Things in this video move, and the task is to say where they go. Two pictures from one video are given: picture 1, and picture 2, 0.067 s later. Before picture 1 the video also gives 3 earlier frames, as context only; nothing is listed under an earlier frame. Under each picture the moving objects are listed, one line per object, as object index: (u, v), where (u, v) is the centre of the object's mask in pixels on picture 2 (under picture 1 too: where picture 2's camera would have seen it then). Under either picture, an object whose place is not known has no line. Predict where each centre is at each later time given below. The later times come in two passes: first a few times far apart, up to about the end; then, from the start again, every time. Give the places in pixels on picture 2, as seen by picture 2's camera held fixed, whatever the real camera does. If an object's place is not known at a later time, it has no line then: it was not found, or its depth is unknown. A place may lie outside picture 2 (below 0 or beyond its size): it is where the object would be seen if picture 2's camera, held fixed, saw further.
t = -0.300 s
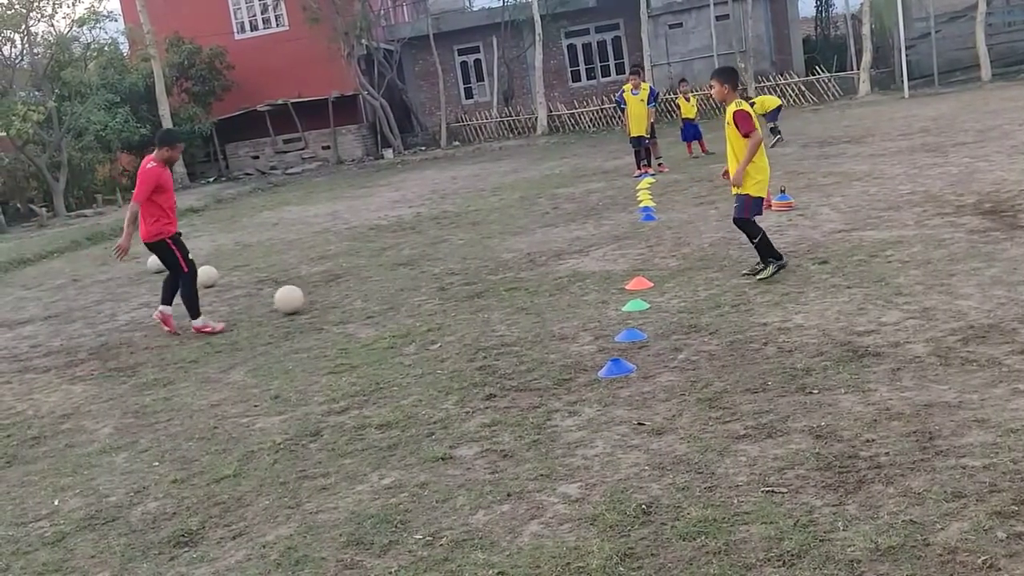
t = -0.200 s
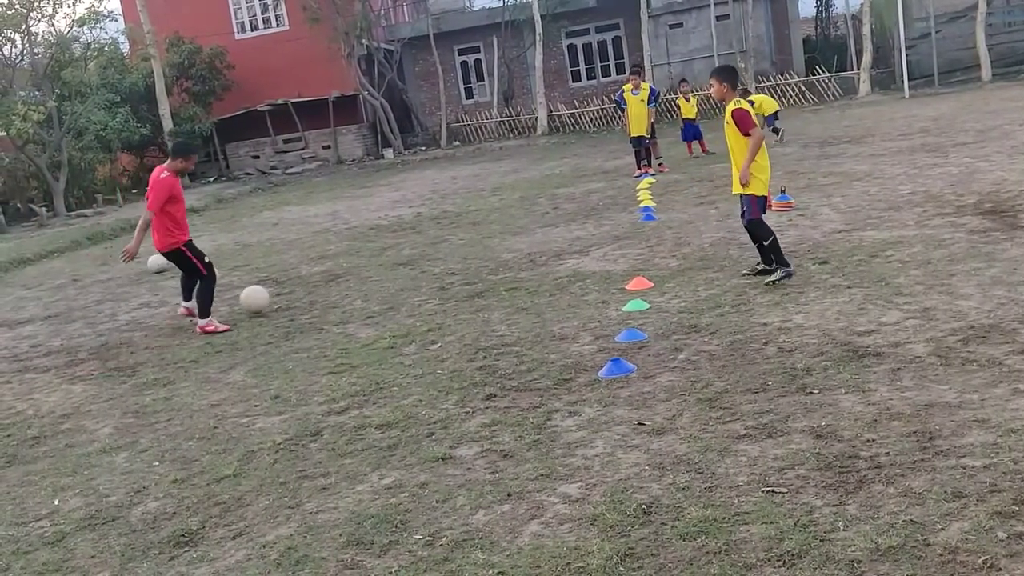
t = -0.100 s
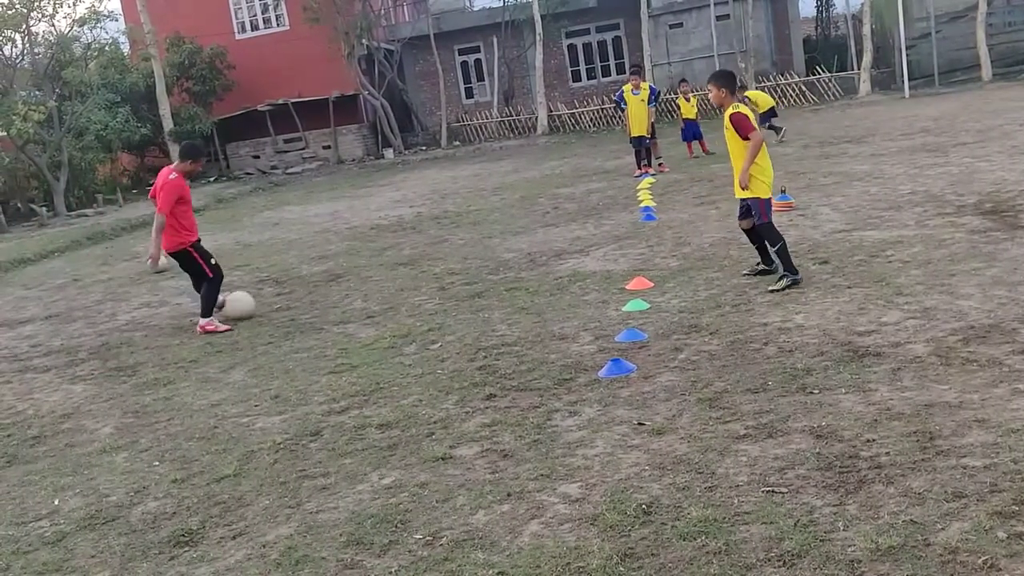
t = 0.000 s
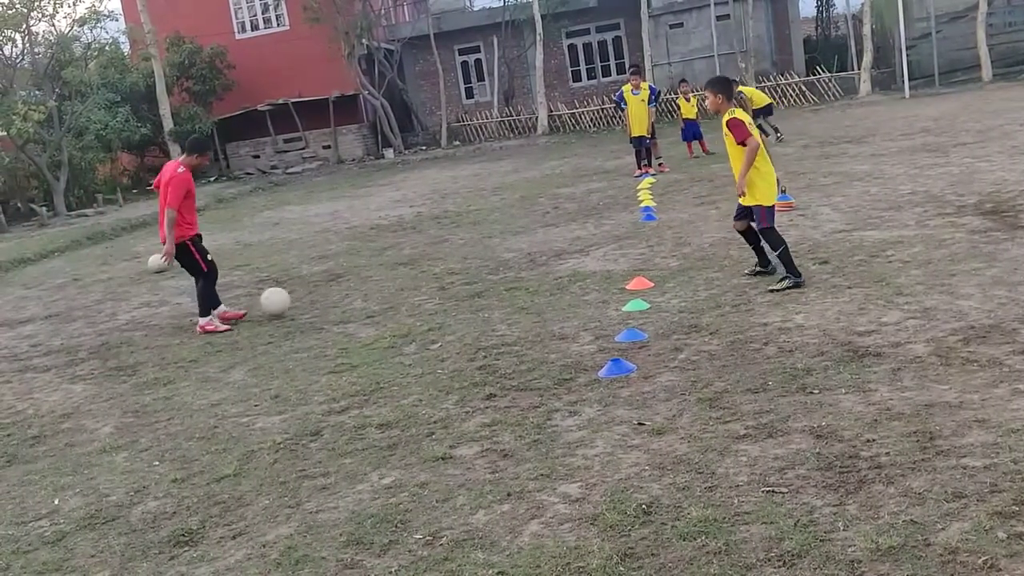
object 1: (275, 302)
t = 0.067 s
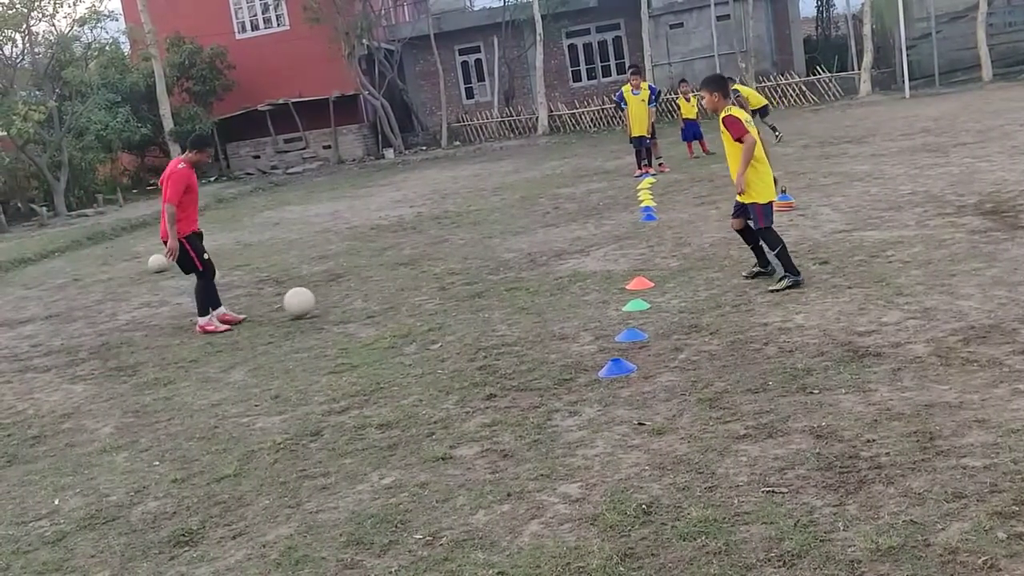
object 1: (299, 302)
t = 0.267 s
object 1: (359, 303)
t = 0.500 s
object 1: (424, 288)
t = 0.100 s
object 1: (308, 299)
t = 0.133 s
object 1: (317, 297)
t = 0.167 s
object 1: (327, 296)
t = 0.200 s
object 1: (337, 297)
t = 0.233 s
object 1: (348, 299)
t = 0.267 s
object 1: (359, 303)
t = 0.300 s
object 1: (368, 299)
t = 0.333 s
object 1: (376, 293)
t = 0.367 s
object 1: (385, 290)
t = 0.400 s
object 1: (394, 287)
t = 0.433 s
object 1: (403, 286)
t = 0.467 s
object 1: (414, 287)
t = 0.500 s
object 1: (424, 288)
